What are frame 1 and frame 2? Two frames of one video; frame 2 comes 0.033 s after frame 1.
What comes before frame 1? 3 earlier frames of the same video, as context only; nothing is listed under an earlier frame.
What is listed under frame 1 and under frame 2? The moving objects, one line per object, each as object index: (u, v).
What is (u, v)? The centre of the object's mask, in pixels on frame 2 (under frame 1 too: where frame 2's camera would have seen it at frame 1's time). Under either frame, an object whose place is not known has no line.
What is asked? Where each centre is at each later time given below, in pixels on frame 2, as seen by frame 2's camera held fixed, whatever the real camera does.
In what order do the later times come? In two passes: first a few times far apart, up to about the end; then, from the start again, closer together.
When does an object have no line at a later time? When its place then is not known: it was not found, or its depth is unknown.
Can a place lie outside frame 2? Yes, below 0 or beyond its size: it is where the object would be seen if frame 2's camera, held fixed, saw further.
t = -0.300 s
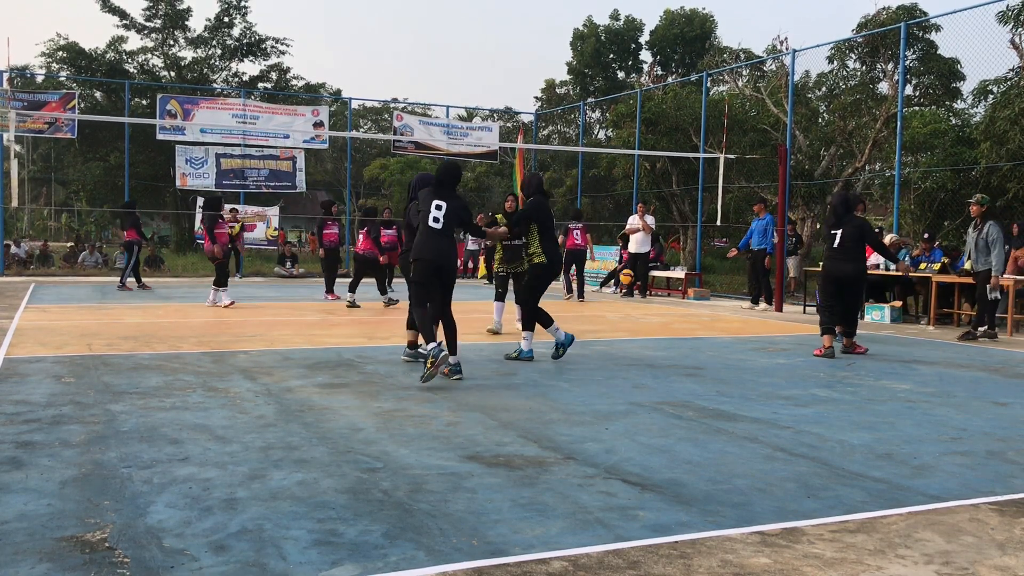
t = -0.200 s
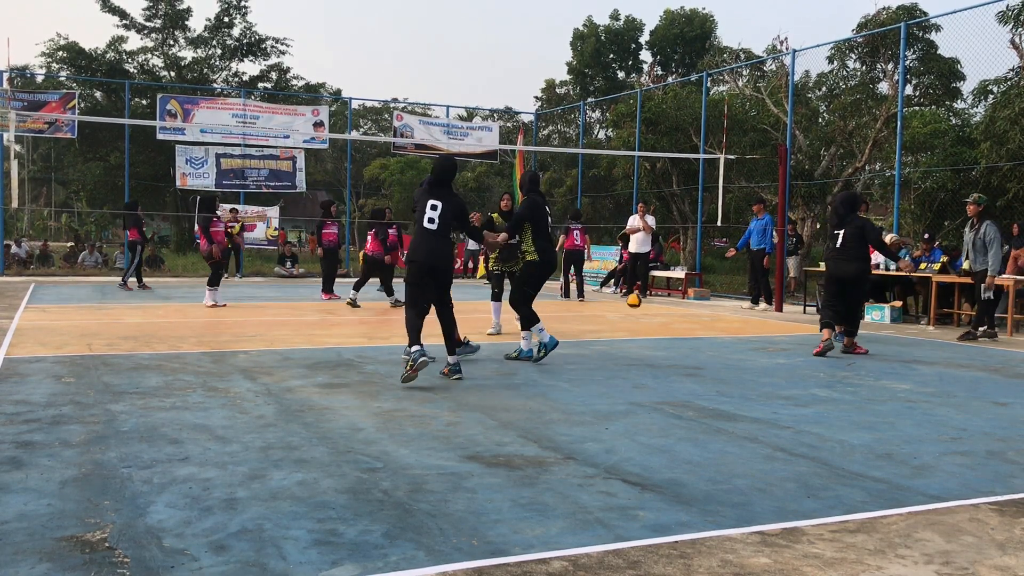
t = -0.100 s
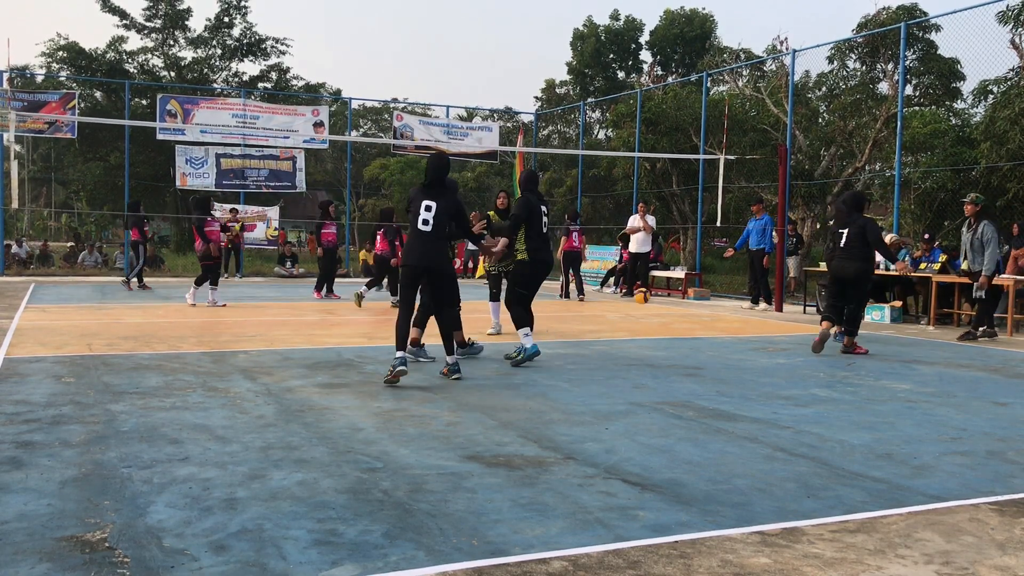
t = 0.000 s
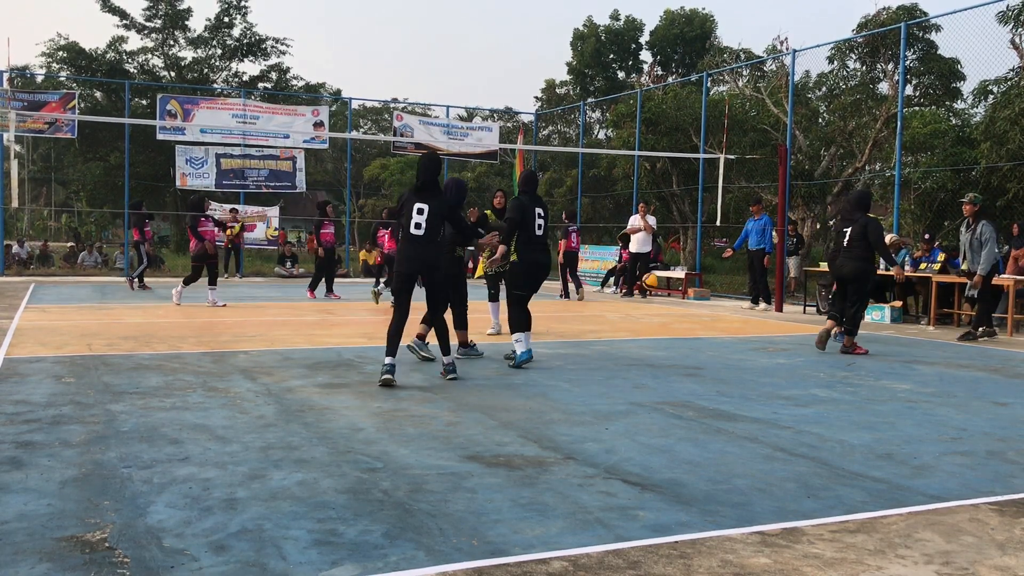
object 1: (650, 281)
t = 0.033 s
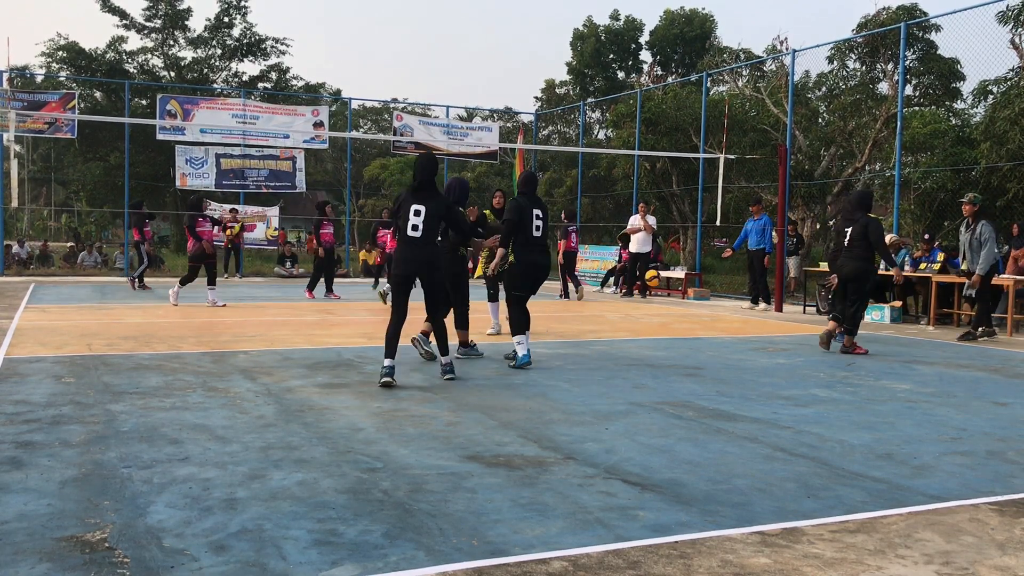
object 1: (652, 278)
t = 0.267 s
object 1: (673, 278)
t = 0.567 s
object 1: (701, 311)
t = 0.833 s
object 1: (731, 293)
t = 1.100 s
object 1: (764, 340)
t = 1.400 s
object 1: (811, 314)
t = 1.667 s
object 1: (857, 353)
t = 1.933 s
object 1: (914, 344)
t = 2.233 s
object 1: (990, 367)
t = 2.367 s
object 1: (1018, 376)
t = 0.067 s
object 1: (655, 275)
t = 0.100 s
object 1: (658, 273)
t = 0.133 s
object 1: (661, 273)
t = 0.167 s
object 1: (664, 273)
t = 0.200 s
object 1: (667, 273)
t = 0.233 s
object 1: (670, 275)
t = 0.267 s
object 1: (673, 278)
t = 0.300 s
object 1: (675, 281)
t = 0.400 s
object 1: (684, 298)
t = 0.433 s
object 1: (687, 306)
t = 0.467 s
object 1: (690, 315)
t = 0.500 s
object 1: (693, 325)
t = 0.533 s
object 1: (697, 317)
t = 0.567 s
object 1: (701, 311)
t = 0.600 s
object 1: (704, 305)
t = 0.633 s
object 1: (708, 301)
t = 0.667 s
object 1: (712, 297)
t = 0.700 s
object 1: (716, 294)
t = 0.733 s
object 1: (719, 292)
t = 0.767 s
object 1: (723, 291)
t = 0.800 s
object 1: (727, 291)
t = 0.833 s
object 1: (731, 293)
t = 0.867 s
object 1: (735, 295)
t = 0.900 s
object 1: (739, 298)
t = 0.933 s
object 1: (743, 303)
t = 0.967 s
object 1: (747, 309)
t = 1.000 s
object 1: (751, 317)
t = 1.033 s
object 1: (756, 325)
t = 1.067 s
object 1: (760, 335)
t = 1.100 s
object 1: (764, 340)
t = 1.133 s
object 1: (769, 333)
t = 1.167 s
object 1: (774, 327)
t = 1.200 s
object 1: (779, 321)
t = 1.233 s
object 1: (784, 317)
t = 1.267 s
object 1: (789, 314)
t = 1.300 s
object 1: (794, 312)
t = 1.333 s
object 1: (800, 311)
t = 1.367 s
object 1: (806, 312)
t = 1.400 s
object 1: (811, 314)
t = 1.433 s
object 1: (816, 318)
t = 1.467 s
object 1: (822, 322)
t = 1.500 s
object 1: (827, 328)
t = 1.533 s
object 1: (833, 336)
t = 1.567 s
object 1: (839, 345)
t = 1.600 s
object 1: (844, 356)
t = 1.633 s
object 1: (851, 360)
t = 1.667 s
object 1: (857, 353)
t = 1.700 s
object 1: (864, 347)
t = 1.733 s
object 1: (870, 342)
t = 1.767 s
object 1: (877, 339)
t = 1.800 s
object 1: (885, 336)
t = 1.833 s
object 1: (892, 336)
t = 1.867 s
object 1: (899, 337)
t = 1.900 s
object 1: (907, 340)
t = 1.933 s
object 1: (914, 344)
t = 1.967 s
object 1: (922, 350)
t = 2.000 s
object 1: (929, 357)
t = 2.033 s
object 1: (937, 367)
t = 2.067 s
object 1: (945, 378)
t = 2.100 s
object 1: (953, 387)
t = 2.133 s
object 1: (962, 380)
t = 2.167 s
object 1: (971, 374)
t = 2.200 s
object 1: (980, 370)
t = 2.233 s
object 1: (990, 367)
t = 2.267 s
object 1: (999, 367)
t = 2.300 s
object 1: (1008, 368)
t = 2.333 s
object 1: (1013, 370)
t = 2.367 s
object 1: (1018, 376)
